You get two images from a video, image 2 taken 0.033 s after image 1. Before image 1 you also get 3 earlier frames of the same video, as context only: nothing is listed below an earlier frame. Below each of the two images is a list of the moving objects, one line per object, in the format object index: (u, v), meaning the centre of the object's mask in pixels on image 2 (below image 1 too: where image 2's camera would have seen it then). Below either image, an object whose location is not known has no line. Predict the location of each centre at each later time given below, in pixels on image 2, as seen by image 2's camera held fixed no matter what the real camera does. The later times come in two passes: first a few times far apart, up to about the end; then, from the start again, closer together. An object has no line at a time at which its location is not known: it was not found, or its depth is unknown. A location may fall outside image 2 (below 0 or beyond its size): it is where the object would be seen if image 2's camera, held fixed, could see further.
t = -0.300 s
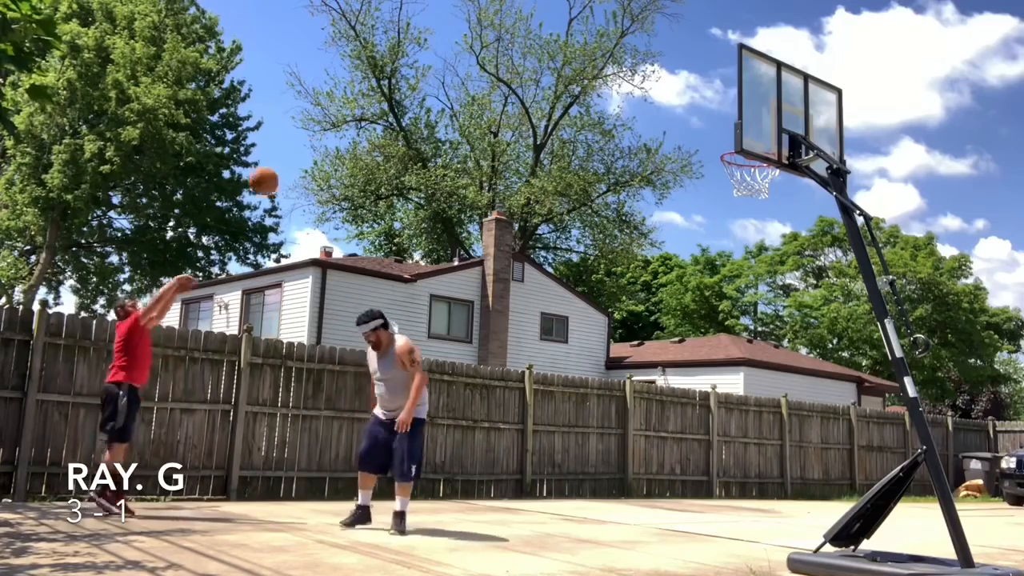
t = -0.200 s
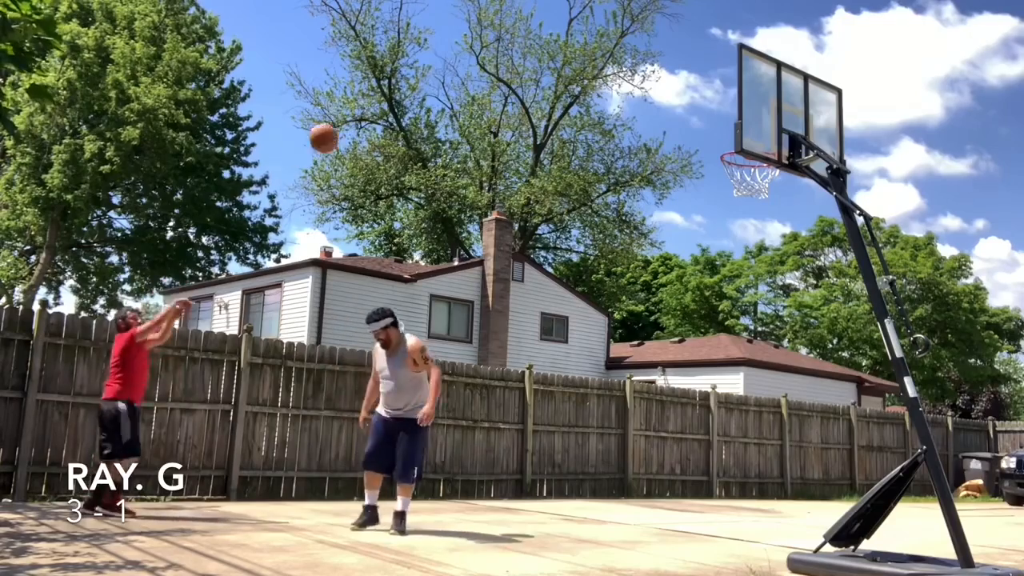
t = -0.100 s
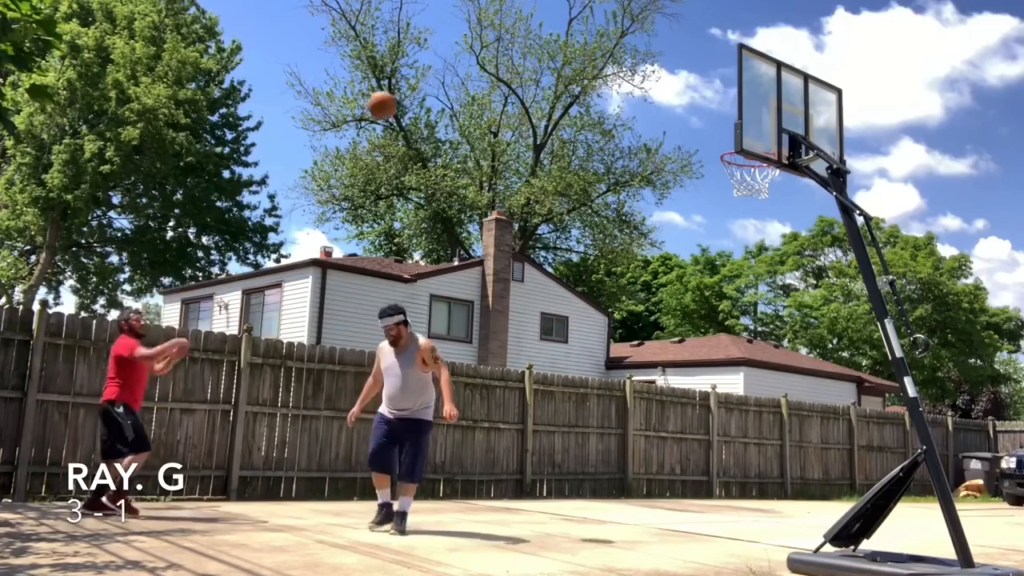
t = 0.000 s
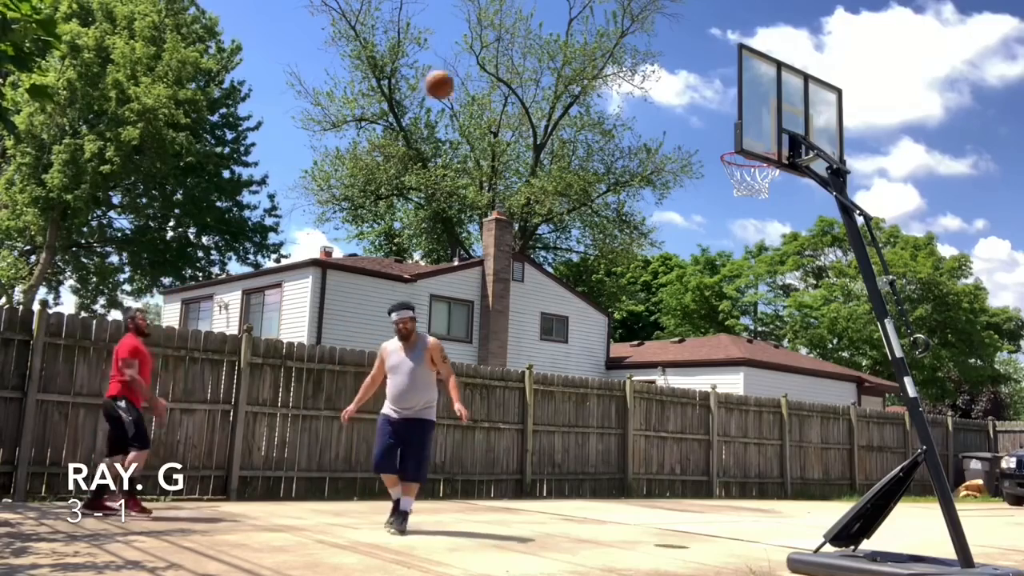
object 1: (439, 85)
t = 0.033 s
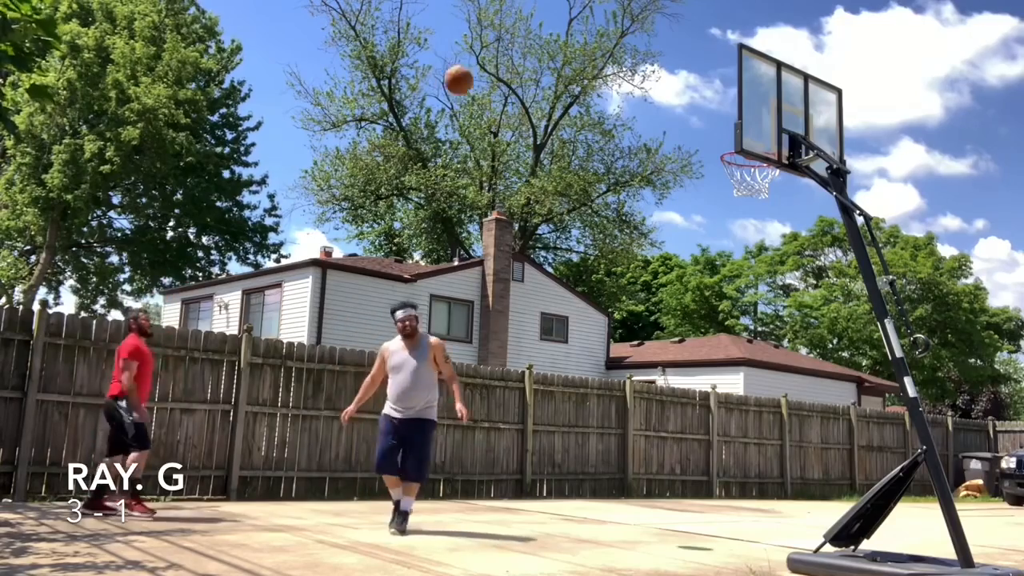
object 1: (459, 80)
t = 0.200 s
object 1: (556, 74)
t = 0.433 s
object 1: (692, 117)
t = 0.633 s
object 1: (752, 166)
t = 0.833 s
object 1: (764, 180)
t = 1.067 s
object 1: (783, 214)
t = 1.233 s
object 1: (793, 276)
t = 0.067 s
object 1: (478, 76)
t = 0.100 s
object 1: (497, 74)
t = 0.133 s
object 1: (516, 73)
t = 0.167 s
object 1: (536, 73)
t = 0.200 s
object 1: (556, 74)
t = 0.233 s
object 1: (575, 76)
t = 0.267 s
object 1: (593, 79)
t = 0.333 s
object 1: (632, 91)
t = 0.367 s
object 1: (651, 98)
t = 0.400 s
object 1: (671, 107)
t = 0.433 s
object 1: (692, 117)
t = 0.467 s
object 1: (711, 129)
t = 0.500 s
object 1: (726, 141)
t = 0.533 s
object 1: (752, 148)
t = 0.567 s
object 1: (760, 154)
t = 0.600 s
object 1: (757, 166)
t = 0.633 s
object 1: (752, 166)
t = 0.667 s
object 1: (743, 165)
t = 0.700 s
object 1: (736, 164)
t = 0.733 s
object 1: (739, 166)
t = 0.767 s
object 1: (747, 170)
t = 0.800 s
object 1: (756, 176)
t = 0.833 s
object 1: (764, 180)
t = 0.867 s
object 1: (769, 181)
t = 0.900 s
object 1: (773, 185)
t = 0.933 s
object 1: (775, 189)
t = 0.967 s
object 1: (777, 193)
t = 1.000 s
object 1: (780, 199)
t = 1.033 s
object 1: (782, 206)
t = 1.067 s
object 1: (783, 214)
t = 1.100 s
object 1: (785, 224)
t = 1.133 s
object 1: (787, 235)
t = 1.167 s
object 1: (790, 247)
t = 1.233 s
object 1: (793, 276)
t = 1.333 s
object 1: (799, 327)
